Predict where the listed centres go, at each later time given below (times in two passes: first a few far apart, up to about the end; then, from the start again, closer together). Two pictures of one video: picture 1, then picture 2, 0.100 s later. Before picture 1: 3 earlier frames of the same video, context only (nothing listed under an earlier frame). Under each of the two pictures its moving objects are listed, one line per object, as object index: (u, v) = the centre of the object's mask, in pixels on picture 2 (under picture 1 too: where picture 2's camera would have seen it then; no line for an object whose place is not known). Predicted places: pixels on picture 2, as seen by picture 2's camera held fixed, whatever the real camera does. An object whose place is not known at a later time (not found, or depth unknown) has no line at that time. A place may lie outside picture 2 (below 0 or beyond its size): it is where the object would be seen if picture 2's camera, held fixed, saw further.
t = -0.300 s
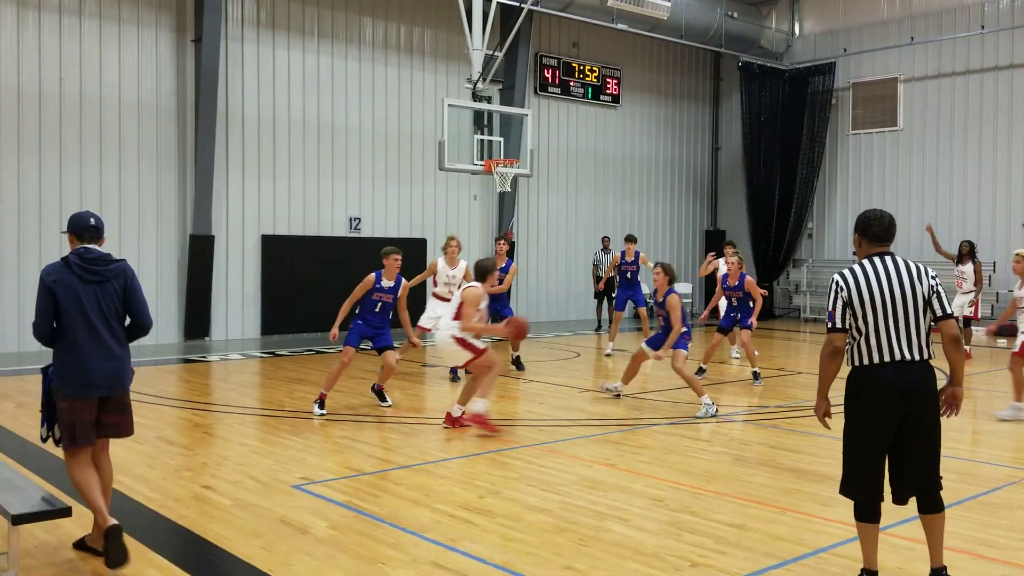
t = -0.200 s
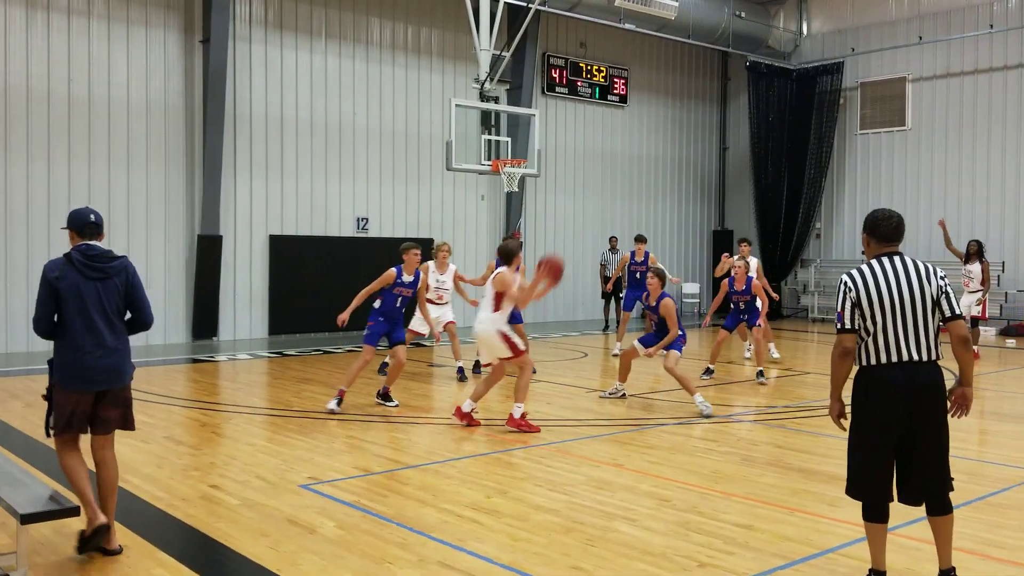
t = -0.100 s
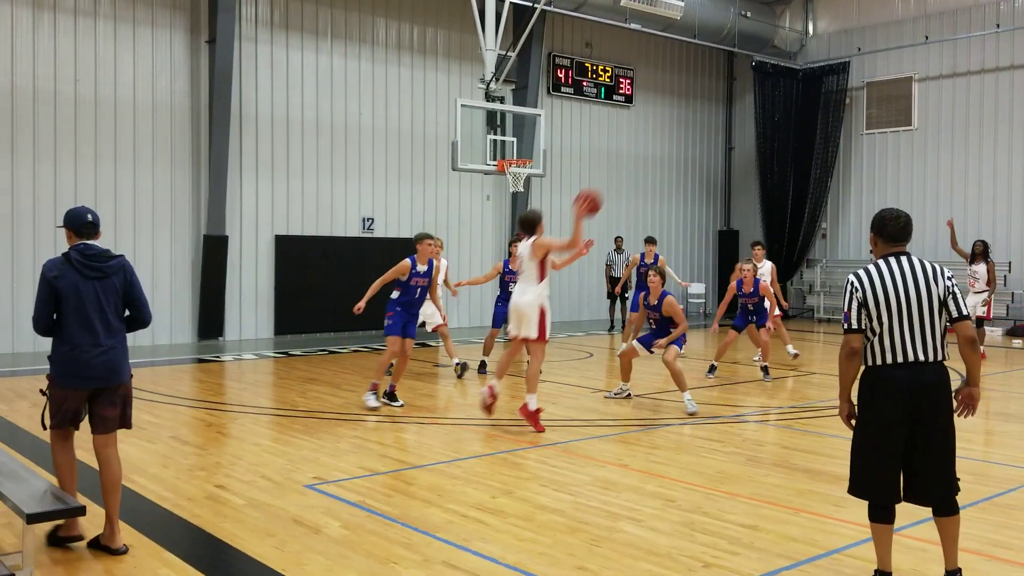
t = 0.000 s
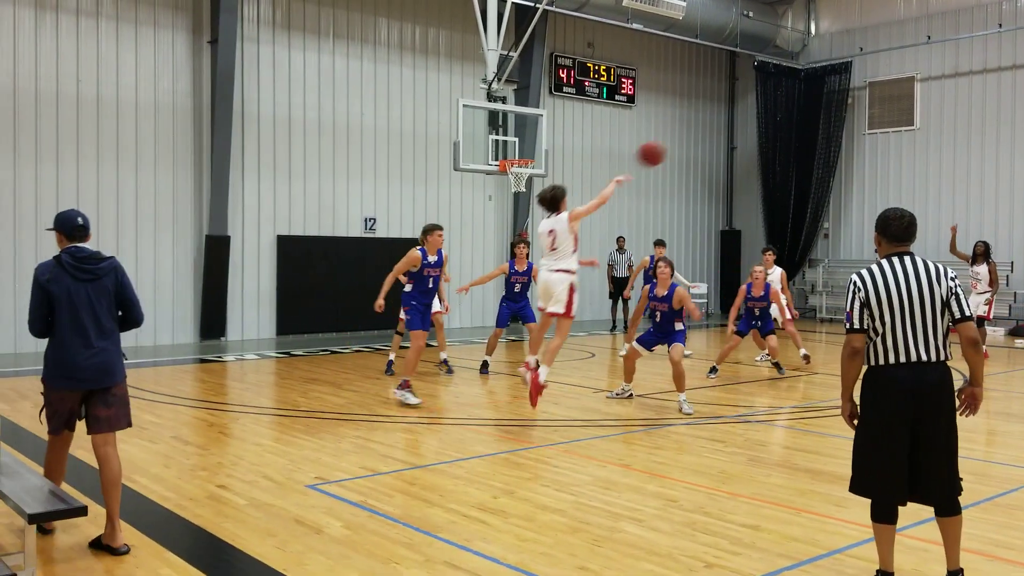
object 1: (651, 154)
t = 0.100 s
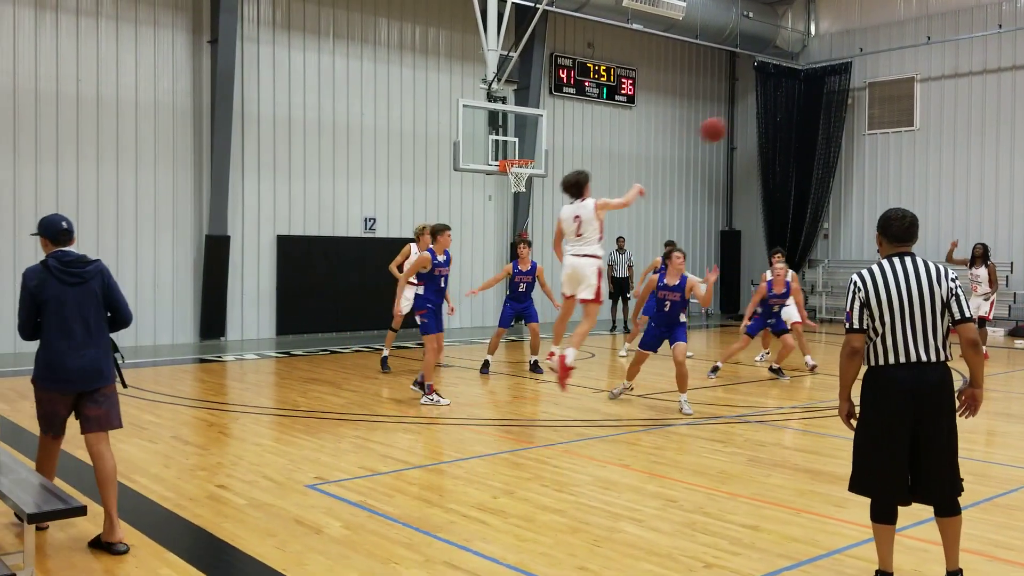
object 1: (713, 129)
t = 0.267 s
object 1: (799, 114)
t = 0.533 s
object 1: (903, 135)
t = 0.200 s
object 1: (768, 117)
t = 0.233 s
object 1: (783, 115)
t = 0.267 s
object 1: (799, 114)
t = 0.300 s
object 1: (814, 114)
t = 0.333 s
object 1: (828, 114)
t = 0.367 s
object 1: (841, 116)
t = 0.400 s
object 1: (855, 118)
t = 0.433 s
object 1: (868, 121)
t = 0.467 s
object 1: (880, 125)
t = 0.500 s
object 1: (892, 129)
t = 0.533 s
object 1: (903, 135)
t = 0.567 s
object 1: (914, 140)
